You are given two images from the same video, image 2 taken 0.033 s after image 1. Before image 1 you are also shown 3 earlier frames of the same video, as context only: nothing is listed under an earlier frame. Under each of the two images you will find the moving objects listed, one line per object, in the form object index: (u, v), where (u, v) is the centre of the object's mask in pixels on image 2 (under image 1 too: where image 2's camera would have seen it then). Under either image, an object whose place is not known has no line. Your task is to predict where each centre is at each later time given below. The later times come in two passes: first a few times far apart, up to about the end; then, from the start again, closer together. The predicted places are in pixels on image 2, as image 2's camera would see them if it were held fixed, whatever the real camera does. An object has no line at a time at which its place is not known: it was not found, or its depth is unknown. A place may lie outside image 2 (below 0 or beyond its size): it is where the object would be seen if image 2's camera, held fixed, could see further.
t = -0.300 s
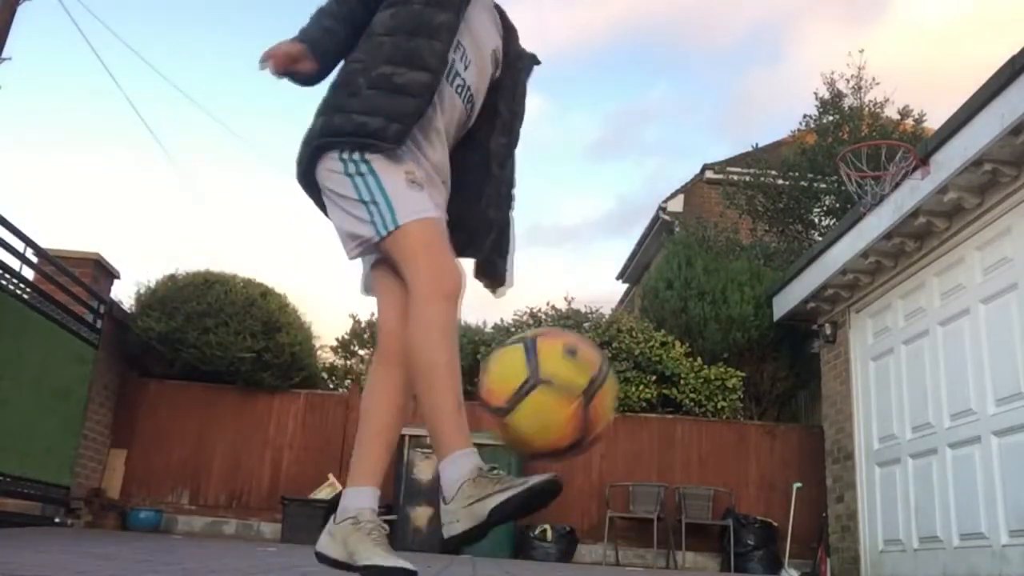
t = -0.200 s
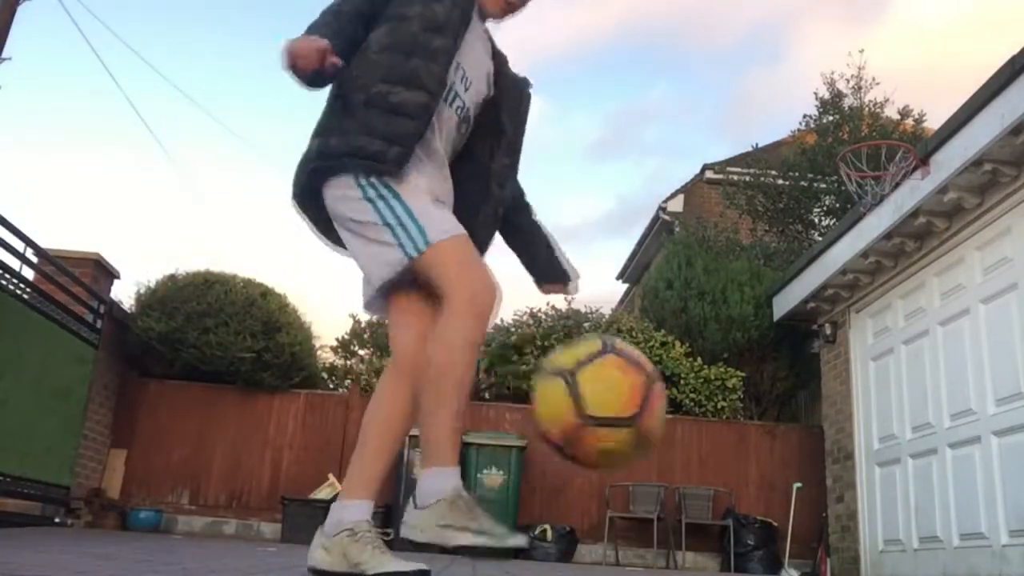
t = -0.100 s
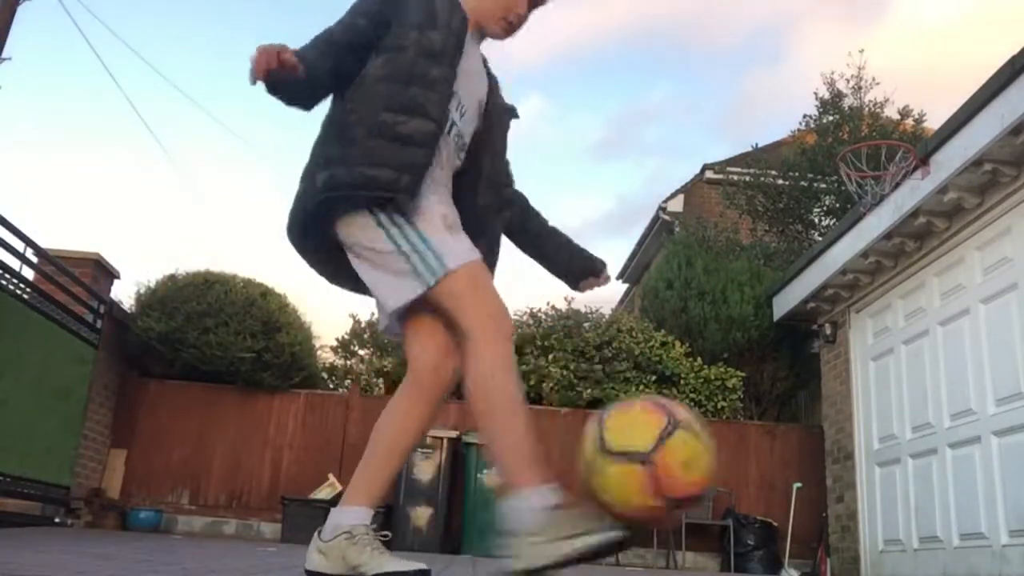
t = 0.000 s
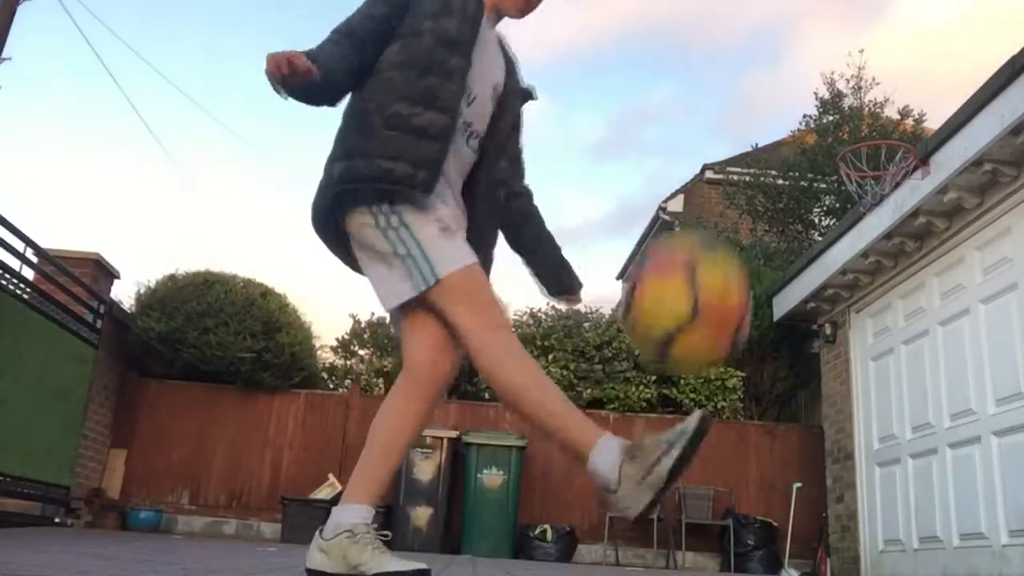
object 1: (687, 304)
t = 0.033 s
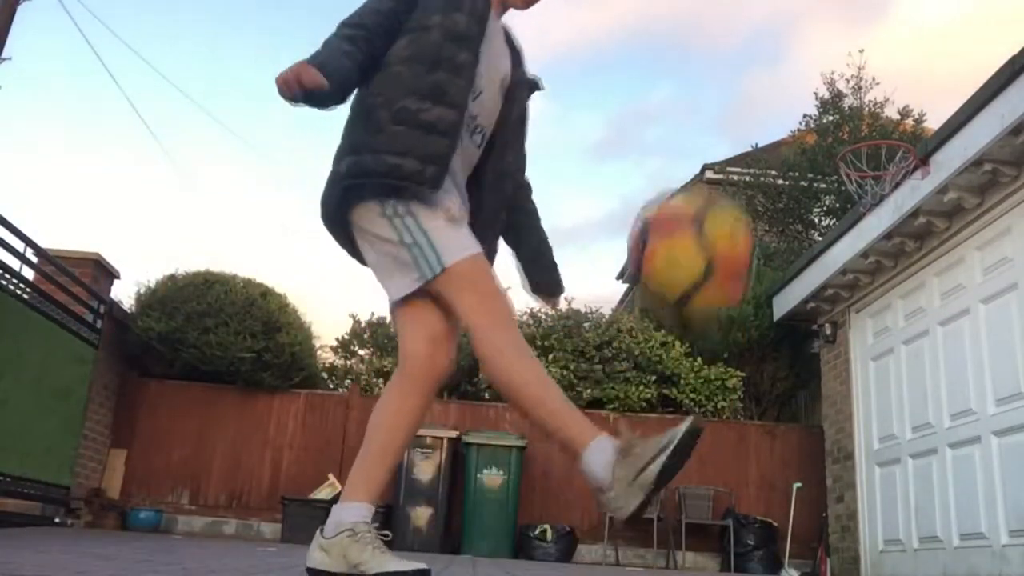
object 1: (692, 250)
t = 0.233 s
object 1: (721, 99)
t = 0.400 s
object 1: (744, 125)
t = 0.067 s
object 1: (698, 212)
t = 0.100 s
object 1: (702, 176)
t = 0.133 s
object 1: (707, 148)
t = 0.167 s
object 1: (711, 125)
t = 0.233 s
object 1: (721, 99)
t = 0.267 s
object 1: (726, 93)
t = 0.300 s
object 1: (729, 92)
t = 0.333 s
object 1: (733, 96)
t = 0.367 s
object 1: (739, 108)
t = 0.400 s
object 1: (744, 125)
